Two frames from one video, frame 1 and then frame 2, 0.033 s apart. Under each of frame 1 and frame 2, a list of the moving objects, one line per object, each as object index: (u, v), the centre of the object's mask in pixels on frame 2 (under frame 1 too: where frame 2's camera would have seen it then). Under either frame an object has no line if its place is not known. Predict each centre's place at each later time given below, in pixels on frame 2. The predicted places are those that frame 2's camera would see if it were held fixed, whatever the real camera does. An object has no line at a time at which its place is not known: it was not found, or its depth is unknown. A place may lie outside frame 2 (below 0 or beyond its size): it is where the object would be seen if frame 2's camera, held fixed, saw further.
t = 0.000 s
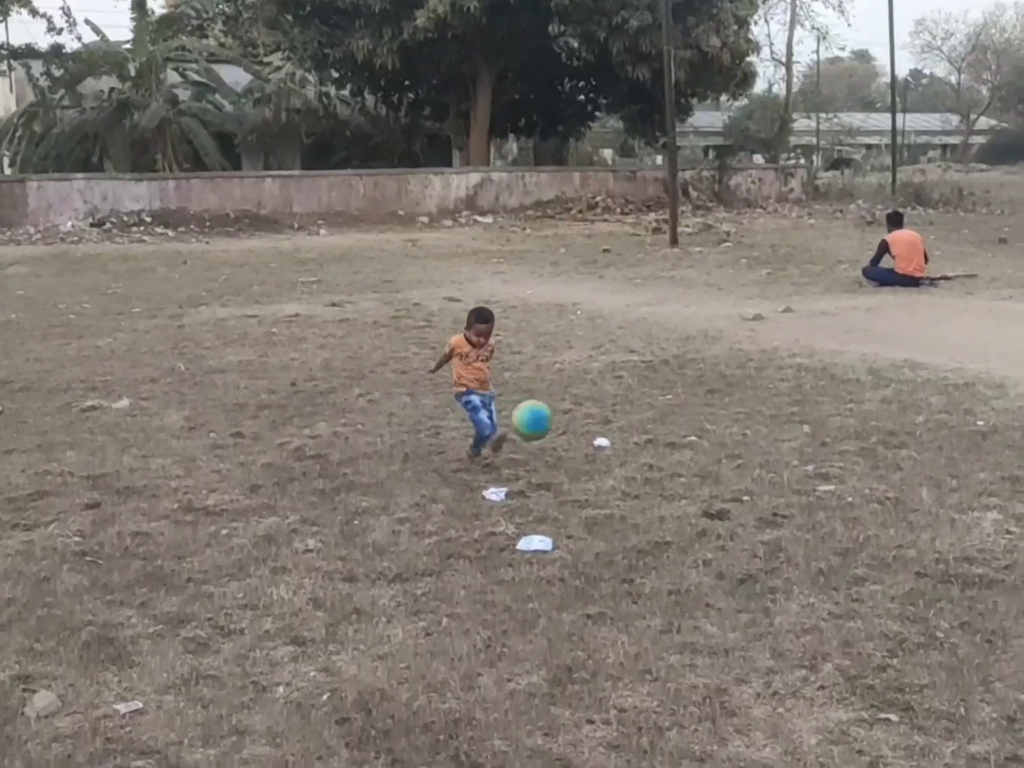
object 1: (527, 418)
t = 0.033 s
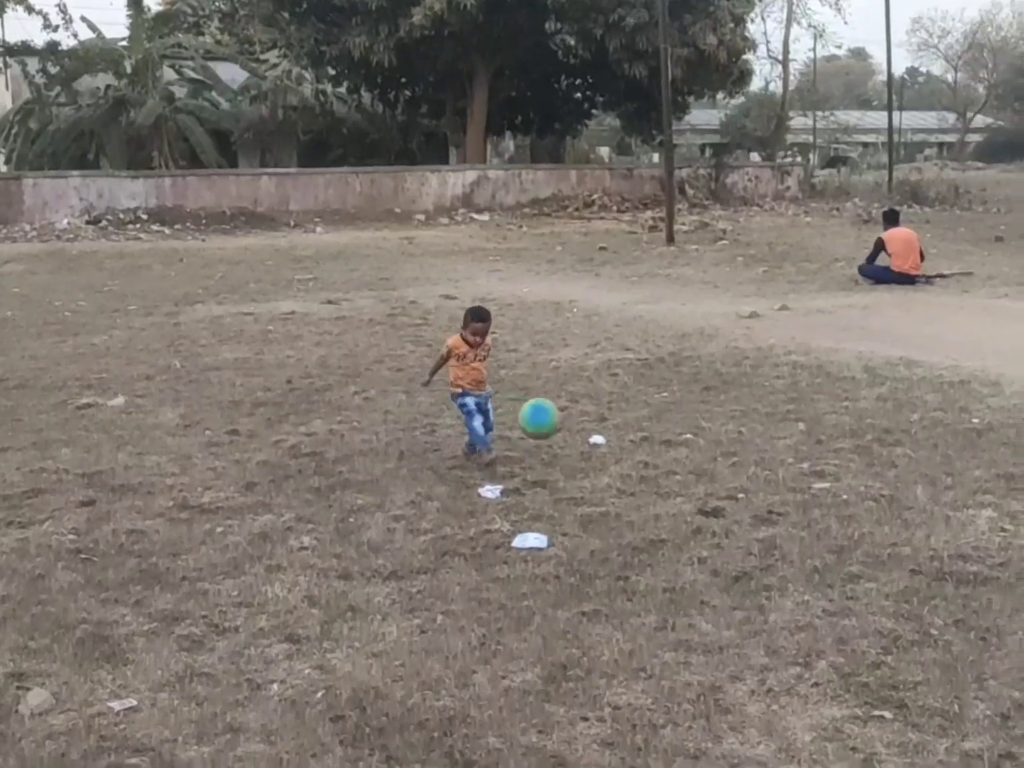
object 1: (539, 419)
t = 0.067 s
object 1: (552, 422)
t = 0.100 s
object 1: (564, 428)
